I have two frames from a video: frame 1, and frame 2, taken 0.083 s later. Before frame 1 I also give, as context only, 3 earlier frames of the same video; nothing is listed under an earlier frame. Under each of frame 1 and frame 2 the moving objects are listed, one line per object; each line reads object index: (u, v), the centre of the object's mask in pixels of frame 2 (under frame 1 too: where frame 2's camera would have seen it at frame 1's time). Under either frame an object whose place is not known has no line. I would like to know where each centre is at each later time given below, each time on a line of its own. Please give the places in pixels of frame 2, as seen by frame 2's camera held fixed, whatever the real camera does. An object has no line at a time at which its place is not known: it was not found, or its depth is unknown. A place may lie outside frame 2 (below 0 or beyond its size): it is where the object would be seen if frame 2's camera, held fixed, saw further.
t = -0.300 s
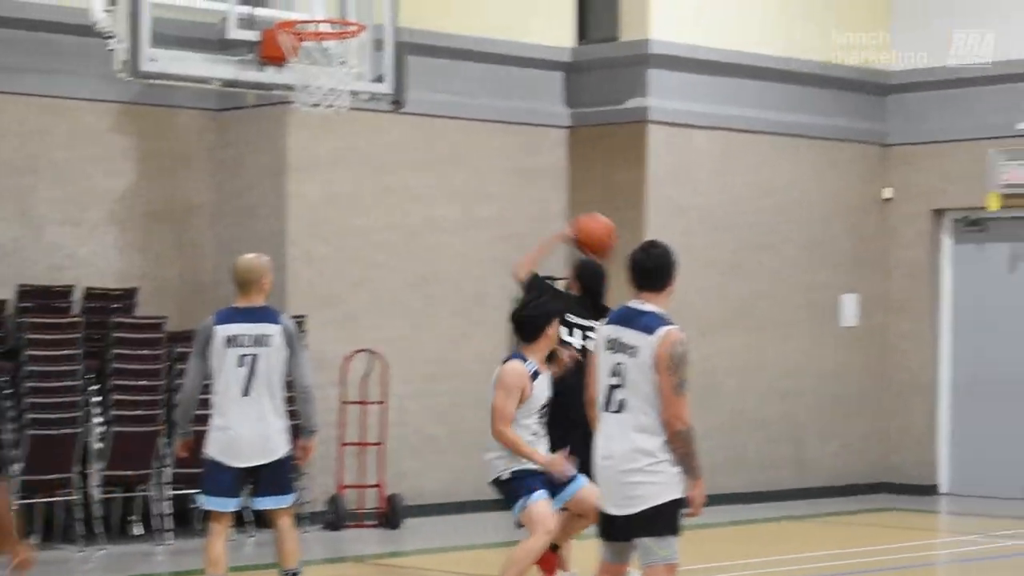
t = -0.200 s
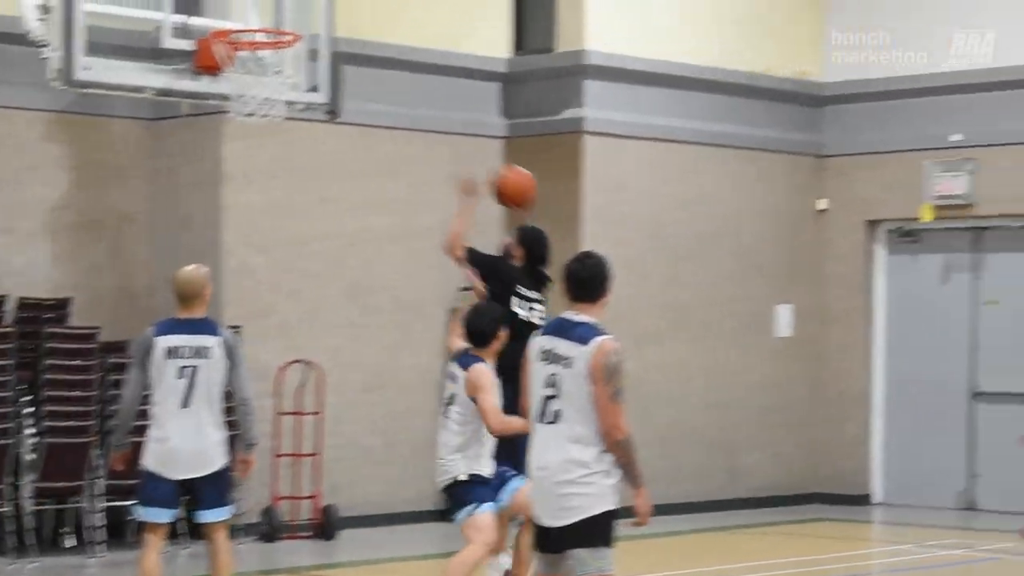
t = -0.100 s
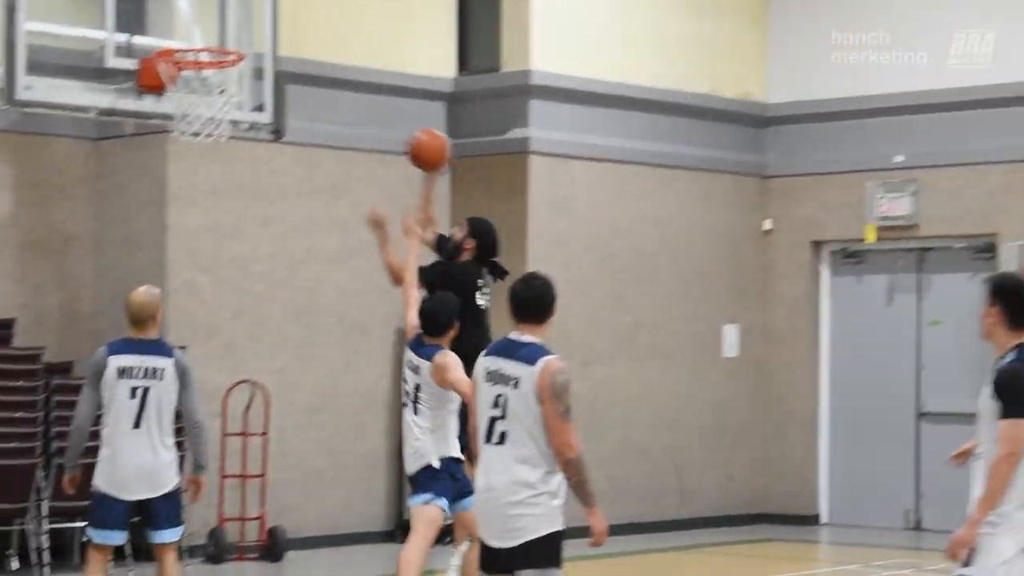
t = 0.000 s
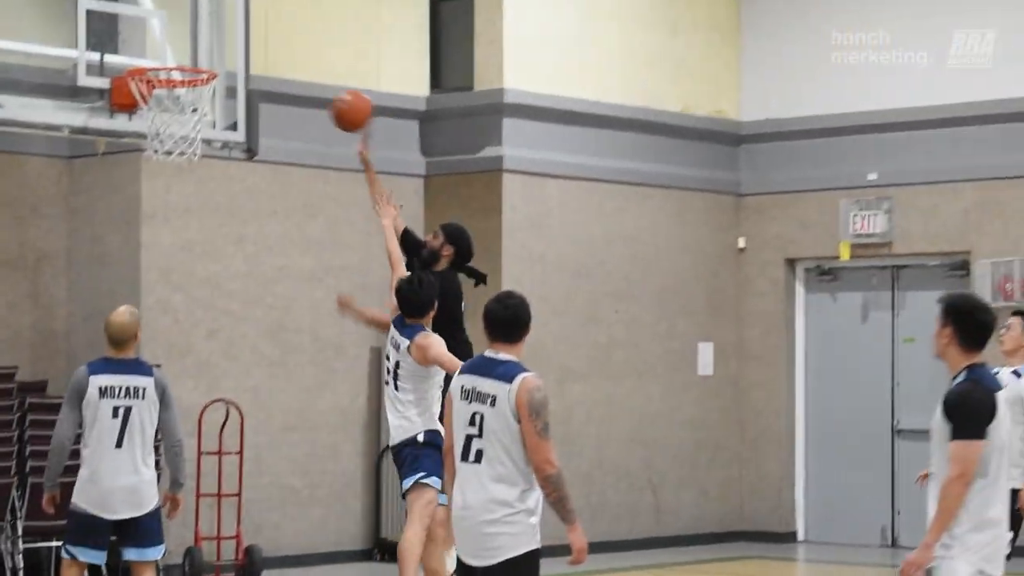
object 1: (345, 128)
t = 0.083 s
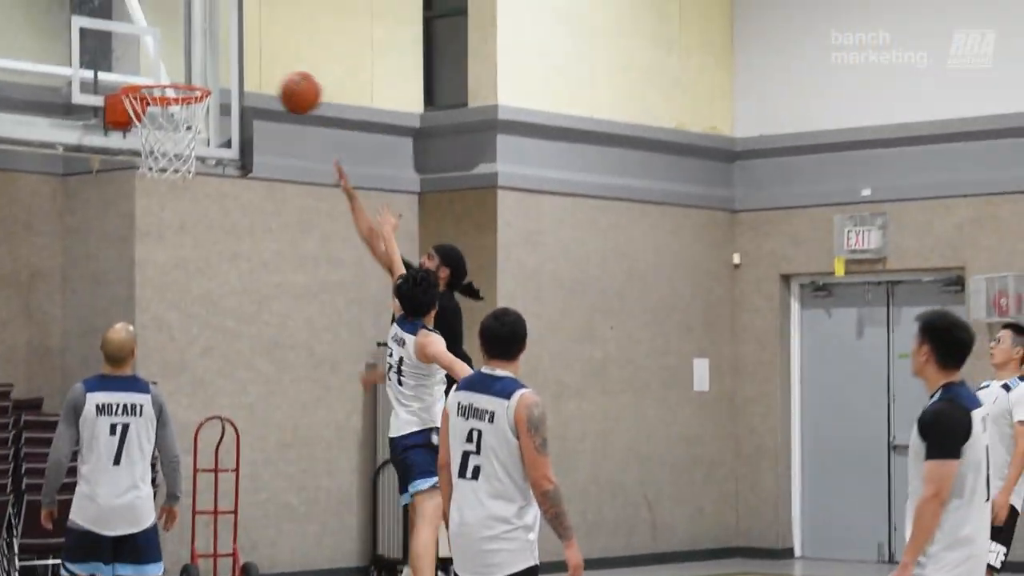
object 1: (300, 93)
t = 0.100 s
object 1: (290, 87)
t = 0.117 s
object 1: (280, 82)
